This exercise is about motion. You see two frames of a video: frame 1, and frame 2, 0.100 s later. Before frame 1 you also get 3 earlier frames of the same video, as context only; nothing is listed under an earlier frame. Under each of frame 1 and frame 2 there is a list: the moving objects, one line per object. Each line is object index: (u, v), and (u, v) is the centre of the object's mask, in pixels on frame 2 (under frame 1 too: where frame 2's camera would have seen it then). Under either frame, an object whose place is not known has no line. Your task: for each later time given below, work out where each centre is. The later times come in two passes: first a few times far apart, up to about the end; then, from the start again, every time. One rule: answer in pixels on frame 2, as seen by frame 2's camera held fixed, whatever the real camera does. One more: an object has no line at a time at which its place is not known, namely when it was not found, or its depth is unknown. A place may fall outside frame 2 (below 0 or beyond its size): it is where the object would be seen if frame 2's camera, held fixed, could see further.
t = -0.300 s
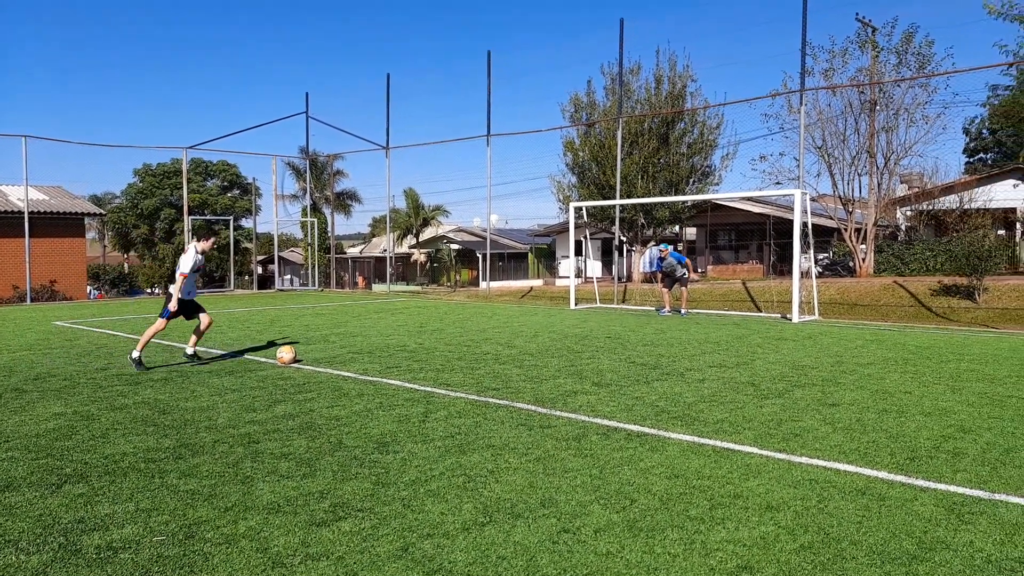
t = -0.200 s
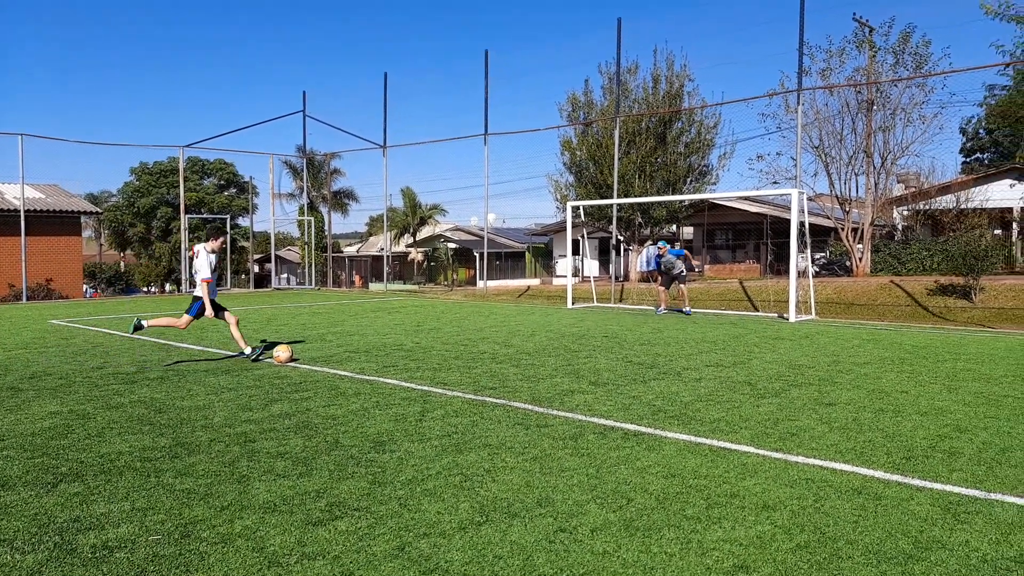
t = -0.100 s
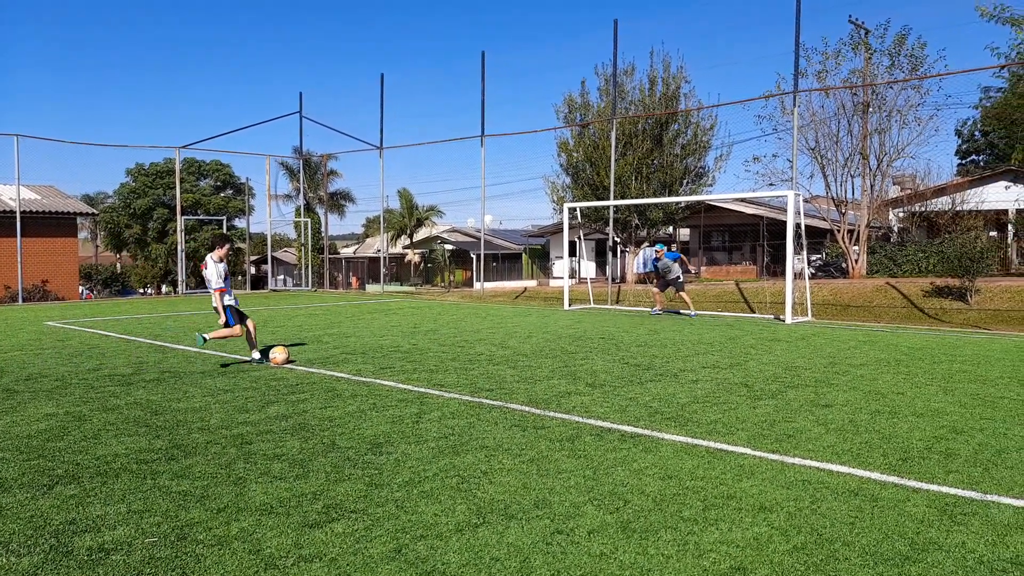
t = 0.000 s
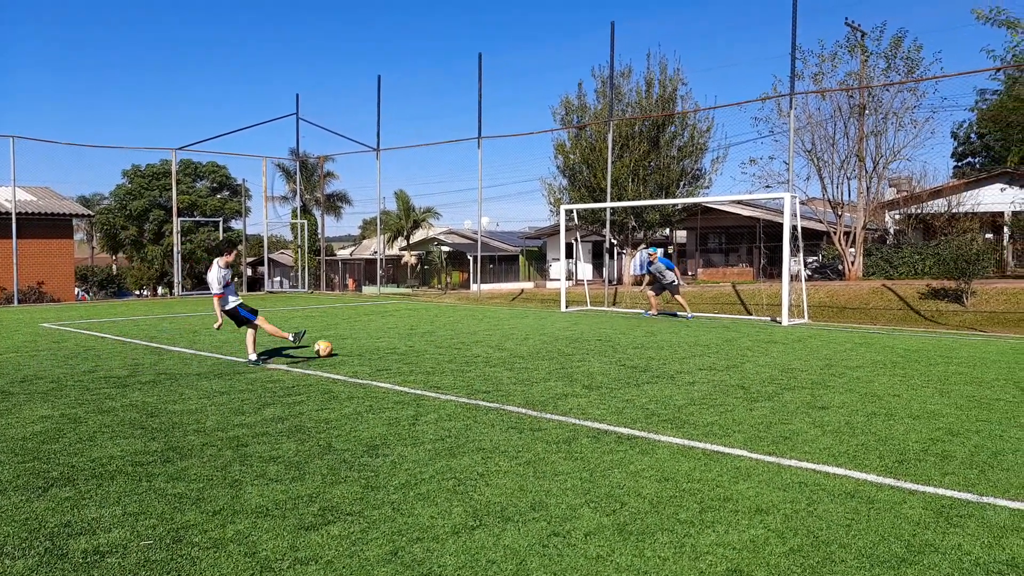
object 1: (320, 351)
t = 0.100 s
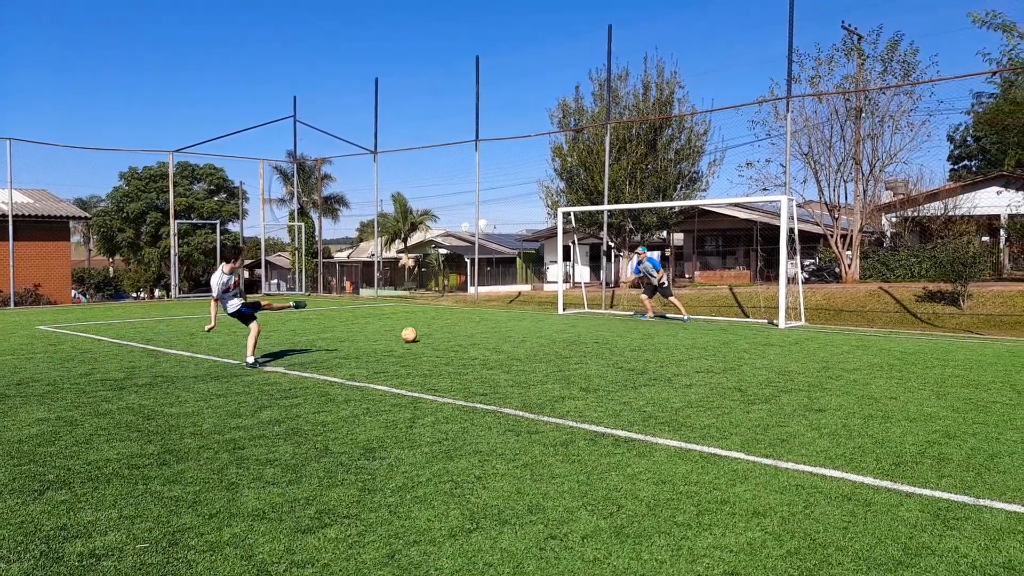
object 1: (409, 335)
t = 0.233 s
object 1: (486, 322)
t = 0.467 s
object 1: (562, 310)
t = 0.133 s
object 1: (433, 332)
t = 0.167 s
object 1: (452, 328)
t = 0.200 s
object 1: (470, 324)
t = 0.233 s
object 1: (486, 322)
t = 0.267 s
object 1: (501, 320)
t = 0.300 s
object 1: (513, 317)
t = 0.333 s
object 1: (525, 315)
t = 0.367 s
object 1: (536, 313)
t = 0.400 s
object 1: (545, 312)
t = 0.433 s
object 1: (554, 311)
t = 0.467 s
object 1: (562, 310)
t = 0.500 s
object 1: (572, 307)
